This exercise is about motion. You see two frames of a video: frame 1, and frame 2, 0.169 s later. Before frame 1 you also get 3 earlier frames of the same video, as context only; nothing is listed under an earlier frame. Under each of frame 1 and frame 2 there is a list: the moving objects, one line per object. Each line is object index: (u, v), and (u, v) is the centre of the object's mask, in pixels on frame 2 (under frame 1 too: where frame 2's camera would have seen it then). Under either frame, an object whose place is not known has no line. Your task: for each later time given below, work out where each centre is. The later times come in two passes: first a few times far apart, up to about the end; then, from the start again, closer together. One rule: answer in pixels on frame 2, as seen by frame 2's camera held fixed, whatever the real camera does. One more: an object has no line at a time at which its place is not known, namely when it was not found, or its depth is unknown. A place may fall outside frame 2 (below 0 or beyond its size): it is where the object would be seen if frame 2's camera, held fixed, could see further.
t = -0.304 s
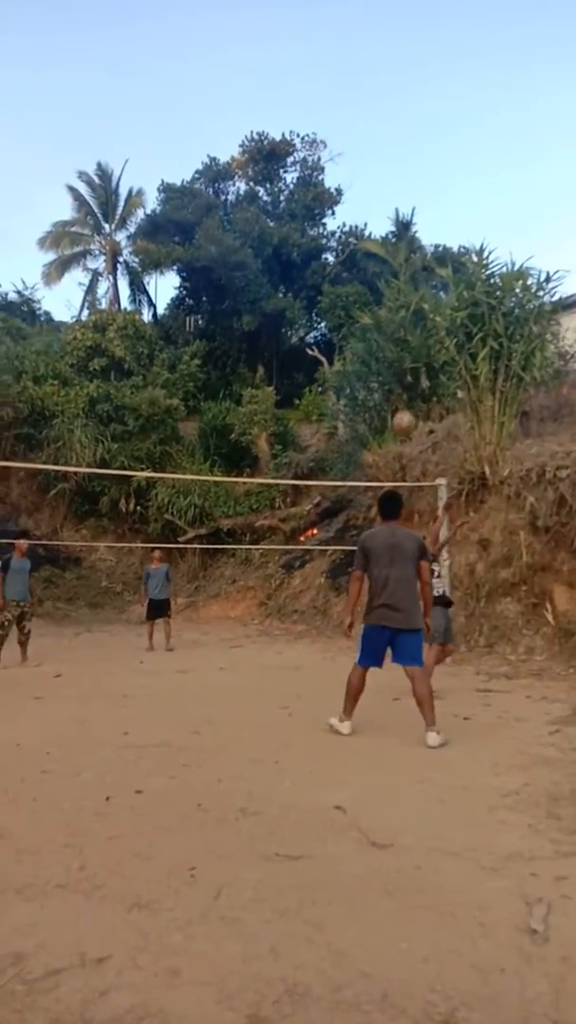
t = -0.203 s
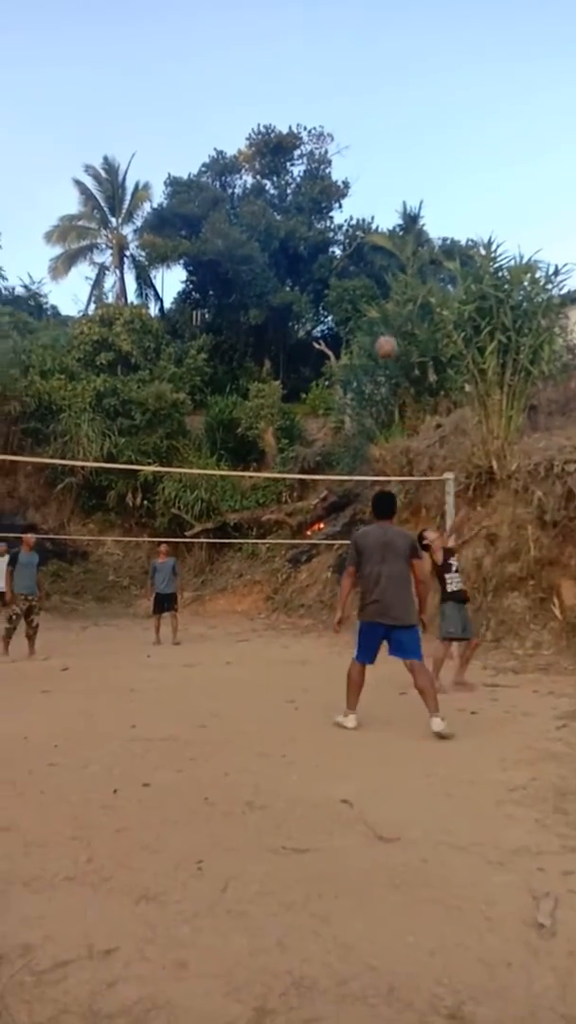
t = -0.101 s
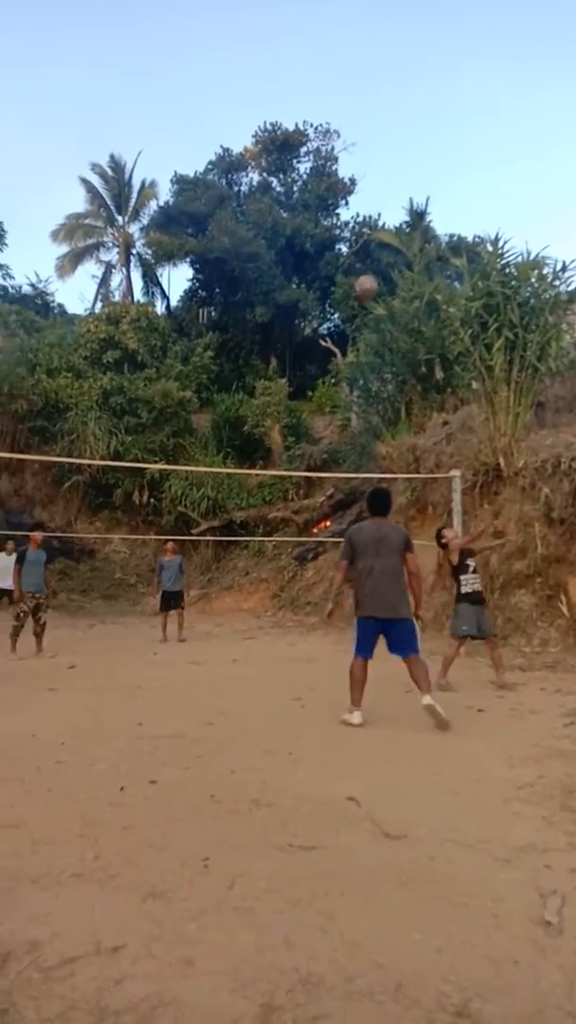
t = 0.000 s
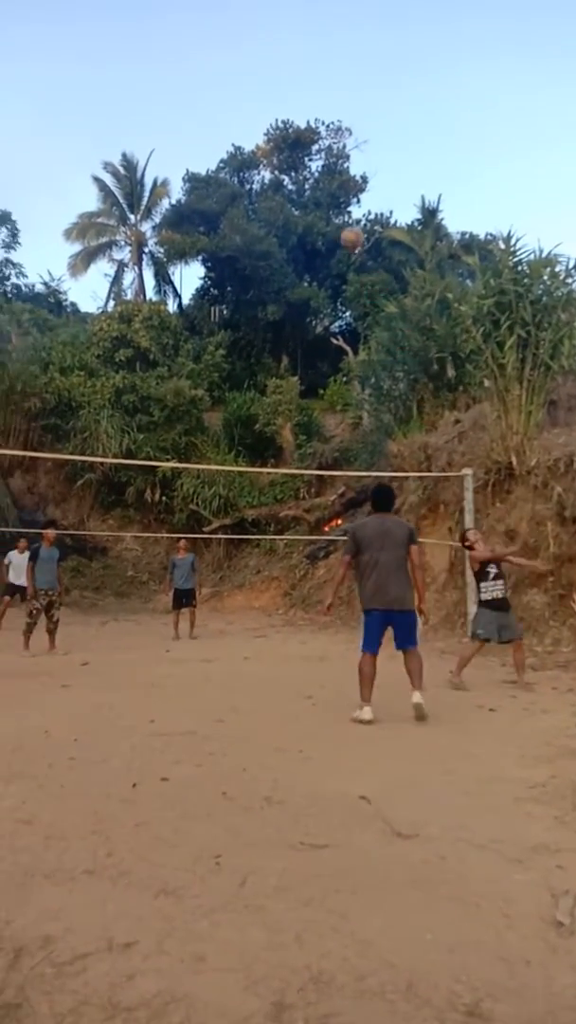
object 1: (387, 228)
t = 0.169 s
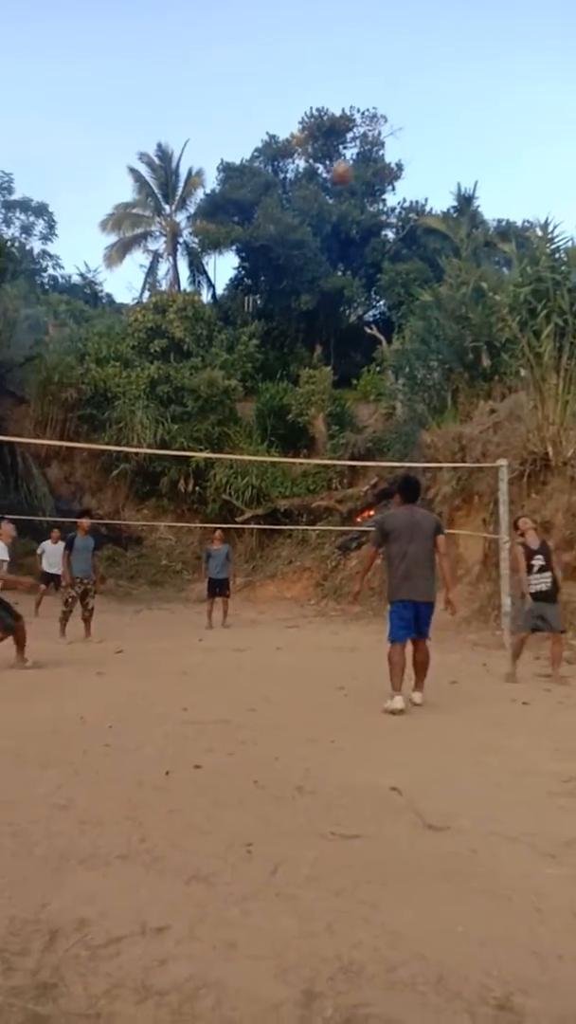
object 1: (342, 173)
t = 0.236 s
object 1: (324, 158)
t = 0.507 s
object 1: (252, 153)
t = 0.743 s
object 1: (191, 204)
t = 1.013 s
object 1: (110, 342)
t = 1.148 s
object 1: (69, 442)
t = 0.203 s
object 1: (332, 165)
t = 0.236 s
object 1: (324, 158)
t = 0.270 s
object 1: (315, 153)
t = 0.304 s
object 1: (304, 147)
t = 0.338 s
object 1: (296, 146)
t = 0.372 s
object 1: (287, 146)
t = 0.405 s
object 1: (279, 147)
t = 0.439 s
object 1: (270, 147)
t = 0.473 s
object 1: (260, 151)
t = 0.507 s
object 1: (252, 153)
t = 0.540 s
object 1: (243, 155)
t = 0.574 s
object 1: (235, 160)
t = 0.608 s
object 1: (227, 166)
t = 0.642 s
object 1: (219, 173)
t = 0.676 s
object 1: (209, 183)
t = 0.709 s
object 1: (200, 191)
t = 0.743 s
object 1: (191, 204)
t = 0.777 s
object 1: (183, 215)
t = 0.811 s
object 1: (171, 229)
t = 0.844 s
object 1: (162, 244)
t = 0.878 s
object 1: (152, 262)
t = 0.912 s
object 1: (141, 281)
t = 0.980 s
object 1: (120, 321)
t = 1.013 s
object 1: (110, 342)
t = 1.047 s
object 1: (99, 365)
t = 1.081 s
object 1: (89, 390)
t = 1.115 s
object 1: (79, 416)
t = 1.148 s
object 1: (69, 442)
